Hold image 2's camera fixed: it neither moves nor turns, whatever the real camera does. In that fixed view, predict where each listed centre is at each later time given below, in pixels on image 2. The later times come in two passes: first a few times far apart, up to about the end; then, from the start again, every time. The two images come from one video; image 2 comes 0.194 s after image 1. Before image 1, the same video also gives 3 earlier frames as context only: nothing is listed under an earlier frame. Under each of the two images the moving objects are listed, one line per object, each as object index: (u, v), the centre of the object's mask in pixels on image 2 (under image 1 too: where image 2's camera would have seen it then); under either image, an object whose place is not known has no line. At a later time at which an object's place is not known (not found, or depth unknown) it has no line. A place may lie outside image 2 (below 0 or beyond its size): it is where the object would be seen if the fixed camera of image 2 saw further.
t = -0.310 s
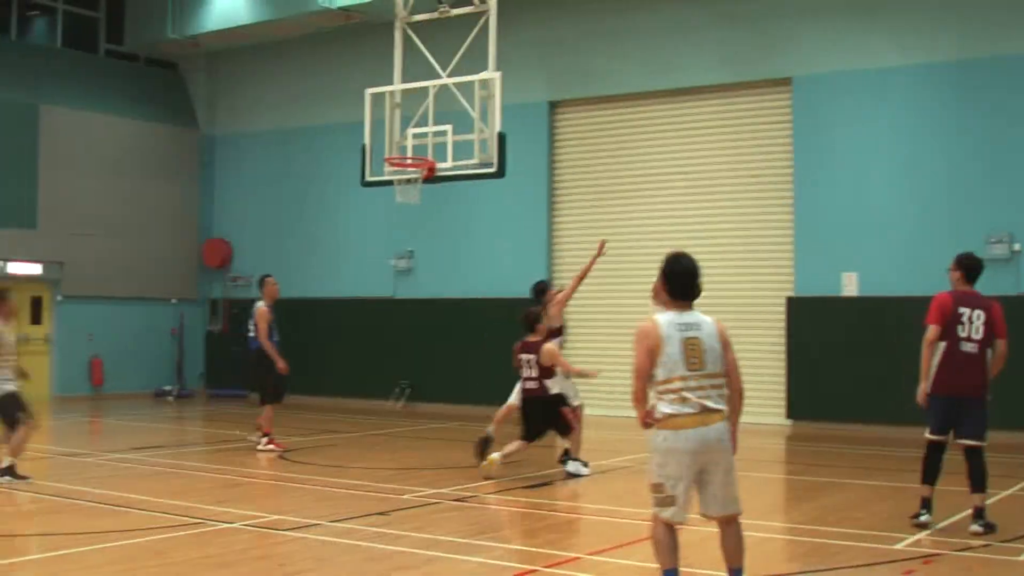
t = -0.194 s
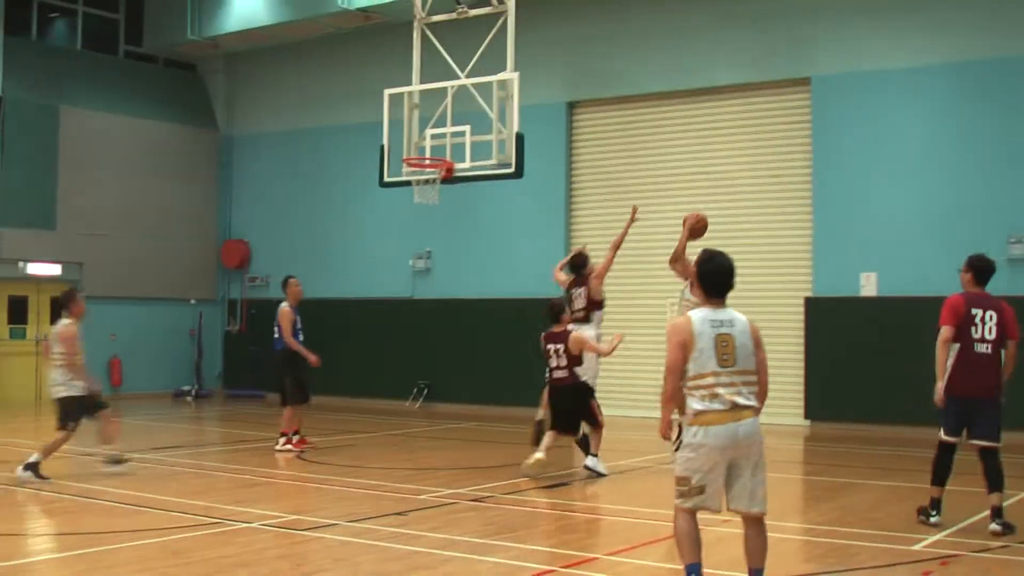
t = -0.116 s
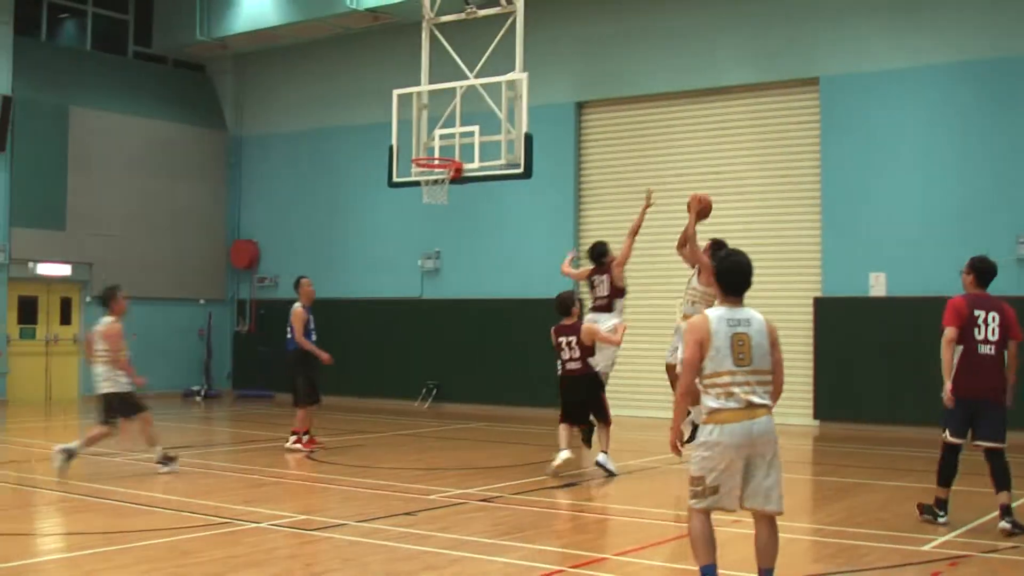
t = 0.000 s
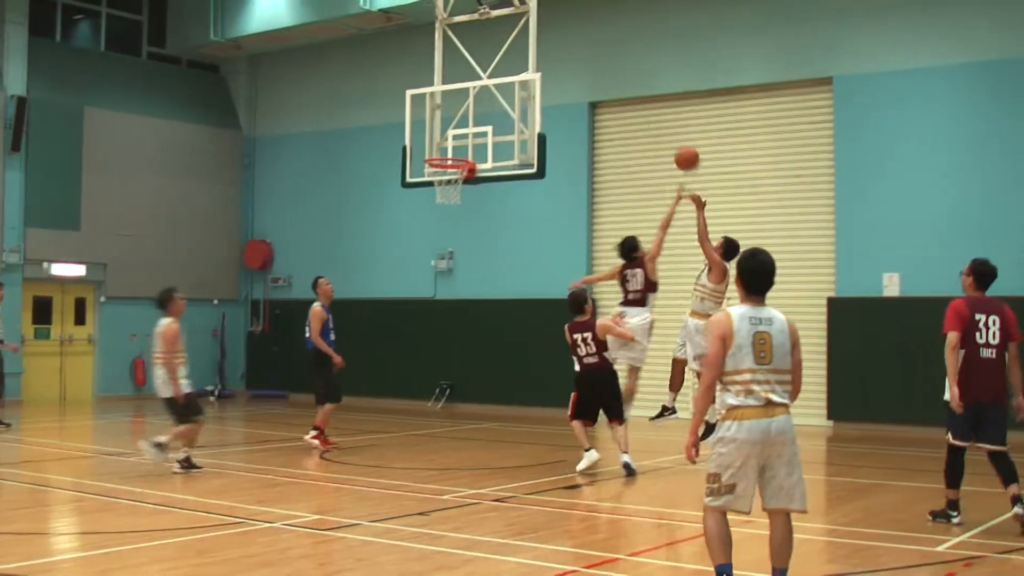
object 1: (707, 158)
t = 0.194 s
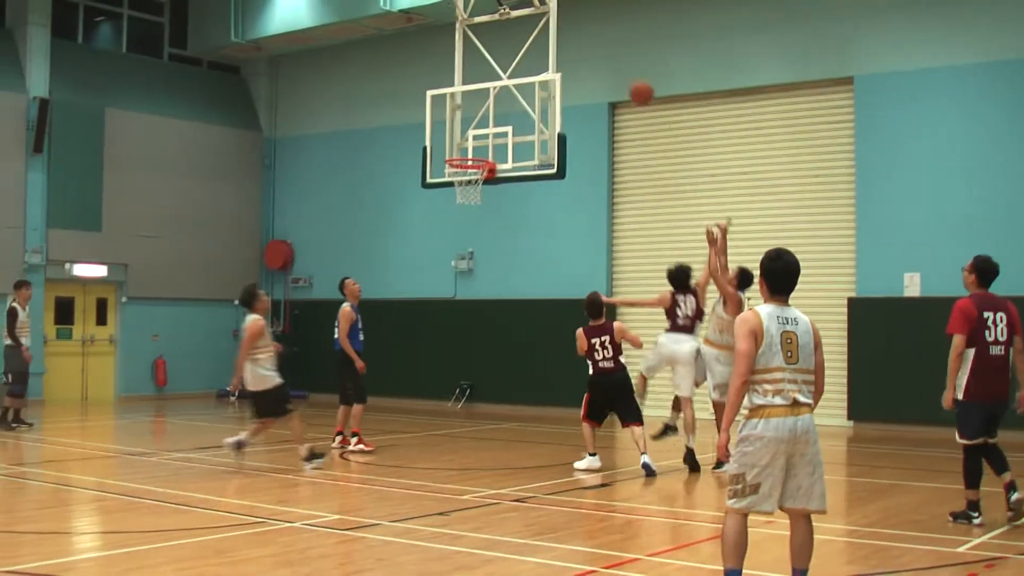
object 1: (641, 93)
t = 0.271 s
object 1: (616, 79)
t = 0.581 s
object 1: (523, 83)
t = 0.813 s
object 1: (456, 147)
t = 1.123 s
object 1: (406, 138)
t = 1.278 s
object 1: (384, 160)
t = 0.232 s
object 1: (629, 85)
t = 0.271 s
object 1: (616, 79)
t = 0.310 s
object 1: (604, 74)
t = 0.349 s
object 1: (592, 71)
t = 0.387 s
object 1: (581, 70)
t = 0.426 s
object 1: (568, 69)
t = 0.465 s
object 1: (557, 70)
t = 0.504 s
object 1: (546, 73)
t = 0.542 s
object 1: (533, 78)
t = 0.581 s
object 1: (523, 83)
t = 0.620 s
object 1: (510, 91)
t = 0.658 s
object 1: (500, 99)
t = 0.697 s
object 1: (489, 109)
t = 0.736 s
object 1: (477, 120)
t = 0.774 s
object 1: (466, 133)
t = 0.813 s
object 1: (456, 147)
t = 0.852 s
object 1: (447, 151)
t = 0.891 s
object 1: (442, 145)
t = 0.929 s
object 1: (436, 140)
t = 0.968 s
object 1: (430, 137)
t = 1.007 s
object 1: (424, 135)
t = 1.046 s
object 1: (418, 134)
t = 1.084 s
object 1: (412, 135)
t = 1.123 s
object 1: (406, 138)
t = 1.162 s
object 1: (401, 141)
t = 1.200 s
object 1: (395, 146)
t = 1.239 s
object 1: (390, 152)
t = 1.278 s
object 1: (384, 160)
